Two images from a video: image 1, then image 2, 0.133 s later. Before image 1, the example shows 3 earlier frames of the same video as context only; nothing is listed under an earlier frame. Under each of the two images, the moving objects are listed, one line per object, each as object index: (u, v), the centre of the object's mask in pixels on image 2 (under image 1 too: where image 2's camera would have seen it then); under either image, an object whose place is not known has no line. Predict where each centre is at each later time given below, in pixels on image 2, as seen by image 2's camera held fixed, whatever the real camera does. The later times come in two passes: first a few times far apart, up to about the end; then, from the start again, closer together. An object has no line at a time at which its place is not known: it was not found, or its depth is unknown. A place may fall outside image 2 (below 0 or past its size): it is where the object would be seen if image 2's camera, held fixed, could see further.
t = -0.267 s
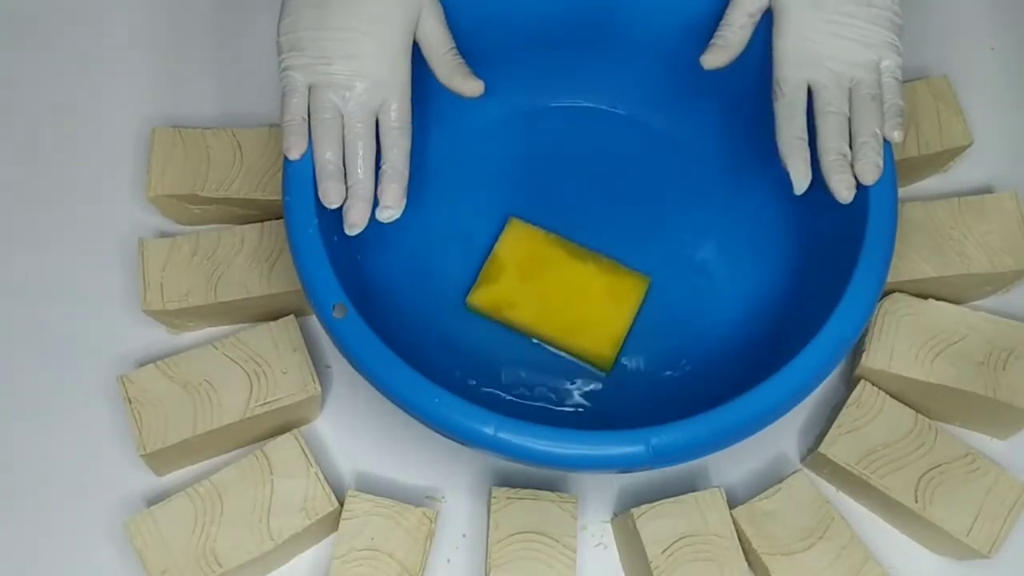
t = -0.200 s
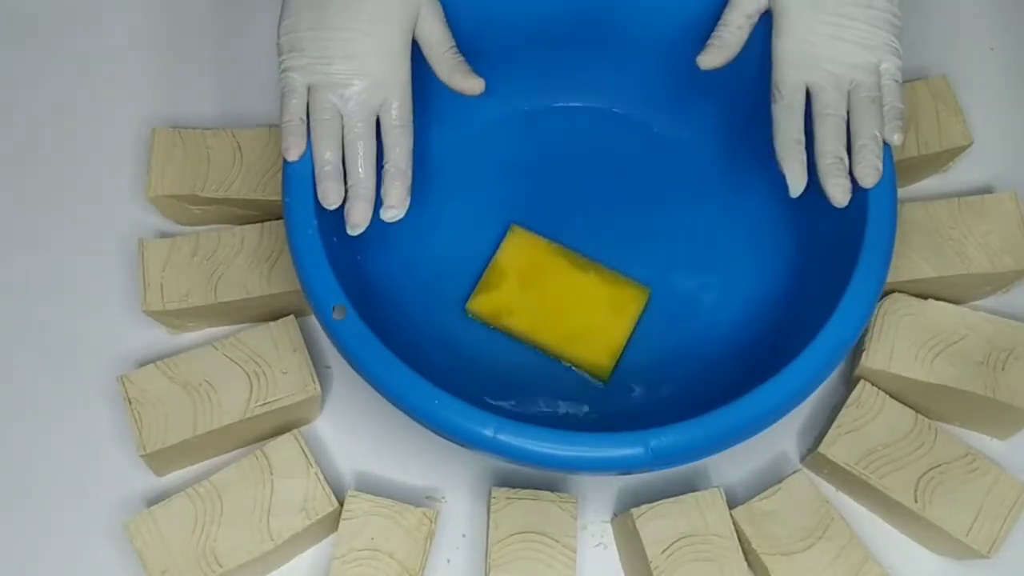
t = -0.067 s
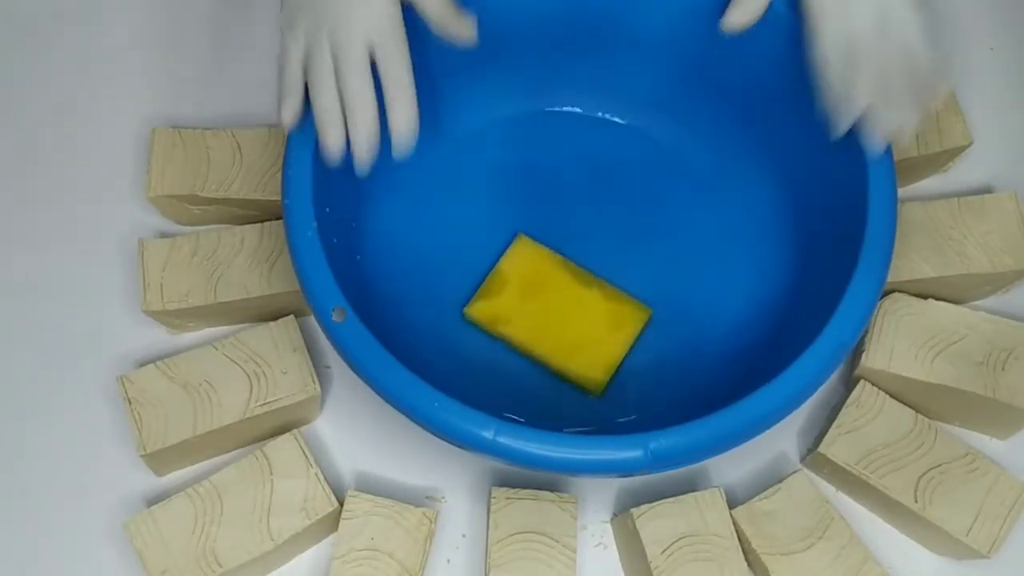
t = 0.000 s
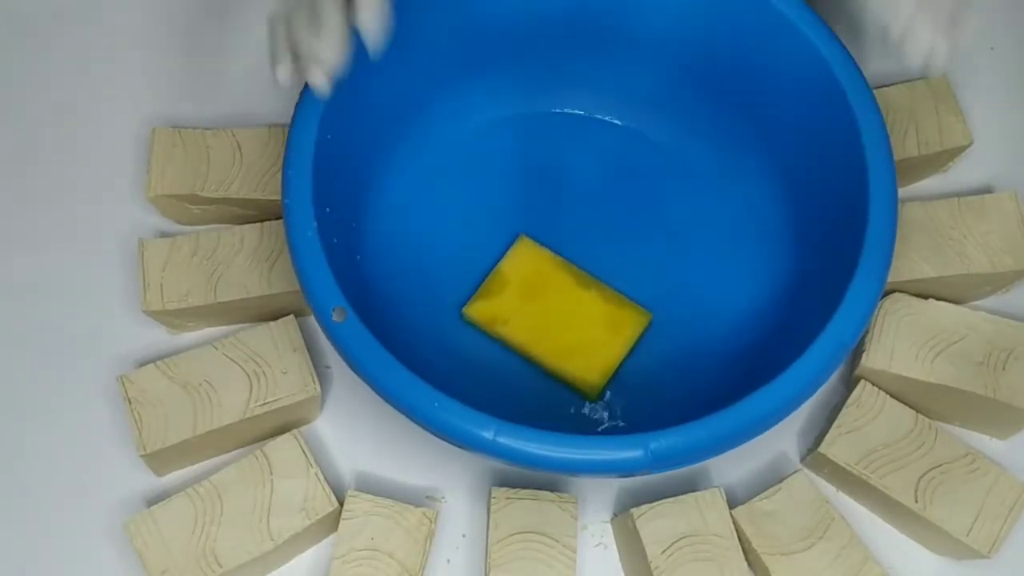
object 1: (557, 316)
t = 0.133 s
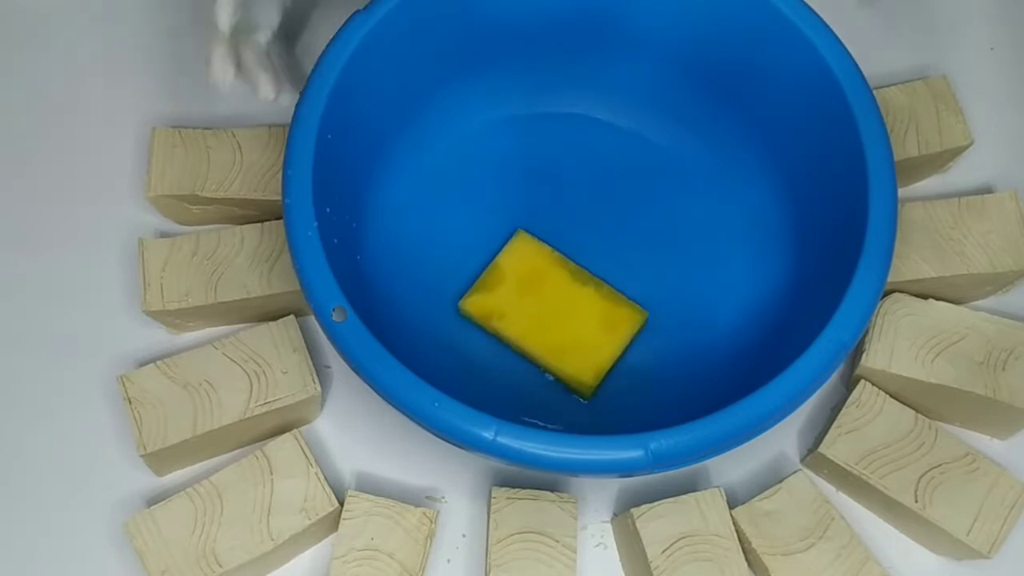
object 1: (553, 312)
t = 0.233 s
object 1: (549, 306)
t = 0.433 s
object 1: (551, 288)
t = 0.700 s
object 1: (568, 269)
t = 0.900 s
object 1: (572, 277)
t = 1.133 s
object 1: (567, 297)
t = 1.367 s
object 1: (559, 306)
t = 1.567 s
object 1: (558, 301)
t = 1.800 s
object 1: (558, 287)
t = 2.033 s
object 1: (566, 277)
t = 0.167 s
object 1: (552, 310)
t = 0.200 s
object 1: (550, 308)
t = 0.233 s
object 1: (549, 306)
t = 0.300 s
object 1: (548, 301)
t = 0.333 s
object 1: (548, 298)
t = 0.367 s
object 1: (548, 295)
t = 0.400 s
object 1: (549, 291)
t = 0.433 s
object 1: (551, 288)
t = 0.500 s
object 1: (555, 282)
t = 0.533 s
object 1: (557, 279)
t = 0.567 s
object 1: (559, 276)
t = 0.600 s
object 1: (562, 274)
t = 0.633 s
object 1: (564, 271)
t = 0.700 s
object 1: (568, 269)
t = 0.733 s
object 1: (570, 269)
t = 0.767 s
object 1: (571, 269)
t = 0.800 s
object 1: (572, 270)
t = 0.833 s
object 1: (572, 272)
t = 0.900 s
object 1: (572, 277)
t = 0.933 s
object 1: (572, 280)
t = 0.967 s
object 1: (571, 283)
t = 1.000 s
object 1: (570, 286)
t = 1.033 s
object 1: (570, 289)
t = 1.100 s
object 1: (568, 294)
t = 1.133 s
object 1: (567, 297)
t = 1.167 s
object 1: (565, 299)
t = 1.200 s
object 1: (564, 302)
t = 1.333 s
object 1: (559, 306)
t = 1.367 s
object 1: (559, 306)
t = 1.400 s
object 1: (558, 306)
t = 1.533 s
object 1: (558, 302)
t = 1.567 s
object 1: (558, 301)
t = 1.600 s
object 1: (558, 299)
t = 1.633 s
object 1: (558, 297)
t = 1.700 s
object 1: (558, 294)
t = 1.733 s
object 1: (558, 292)
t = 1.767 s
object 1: (558, 290)
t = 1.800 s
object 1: (558, 287)
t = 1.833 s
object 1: (559, 285)
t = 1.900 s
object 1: (561, 282)
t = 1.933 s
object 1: (562, 280)
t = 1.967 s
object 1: (564, 279)
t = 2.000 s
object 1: (565, 278)
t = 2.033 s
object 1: (566, 277)
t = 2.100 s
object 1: (568, 277)
